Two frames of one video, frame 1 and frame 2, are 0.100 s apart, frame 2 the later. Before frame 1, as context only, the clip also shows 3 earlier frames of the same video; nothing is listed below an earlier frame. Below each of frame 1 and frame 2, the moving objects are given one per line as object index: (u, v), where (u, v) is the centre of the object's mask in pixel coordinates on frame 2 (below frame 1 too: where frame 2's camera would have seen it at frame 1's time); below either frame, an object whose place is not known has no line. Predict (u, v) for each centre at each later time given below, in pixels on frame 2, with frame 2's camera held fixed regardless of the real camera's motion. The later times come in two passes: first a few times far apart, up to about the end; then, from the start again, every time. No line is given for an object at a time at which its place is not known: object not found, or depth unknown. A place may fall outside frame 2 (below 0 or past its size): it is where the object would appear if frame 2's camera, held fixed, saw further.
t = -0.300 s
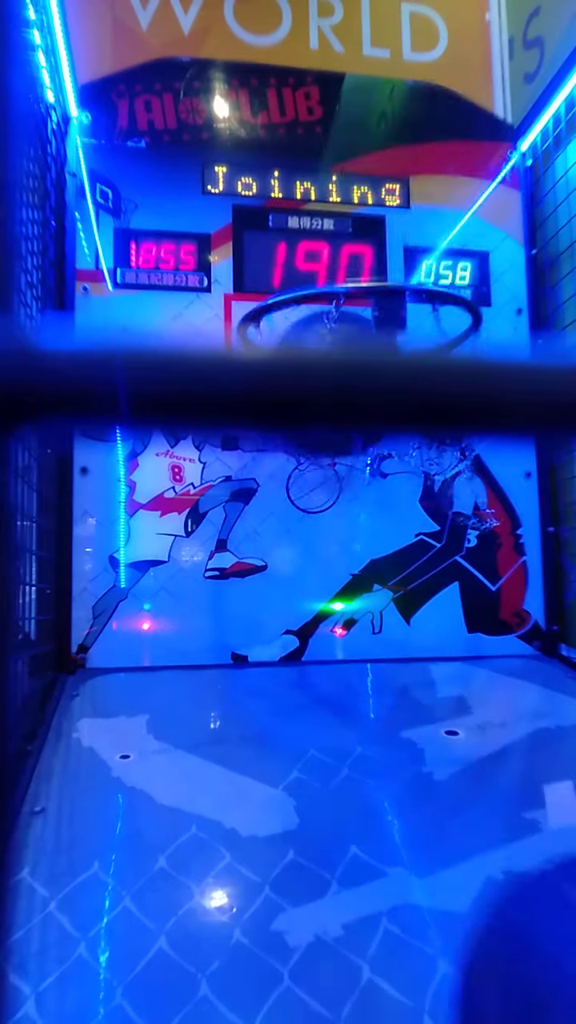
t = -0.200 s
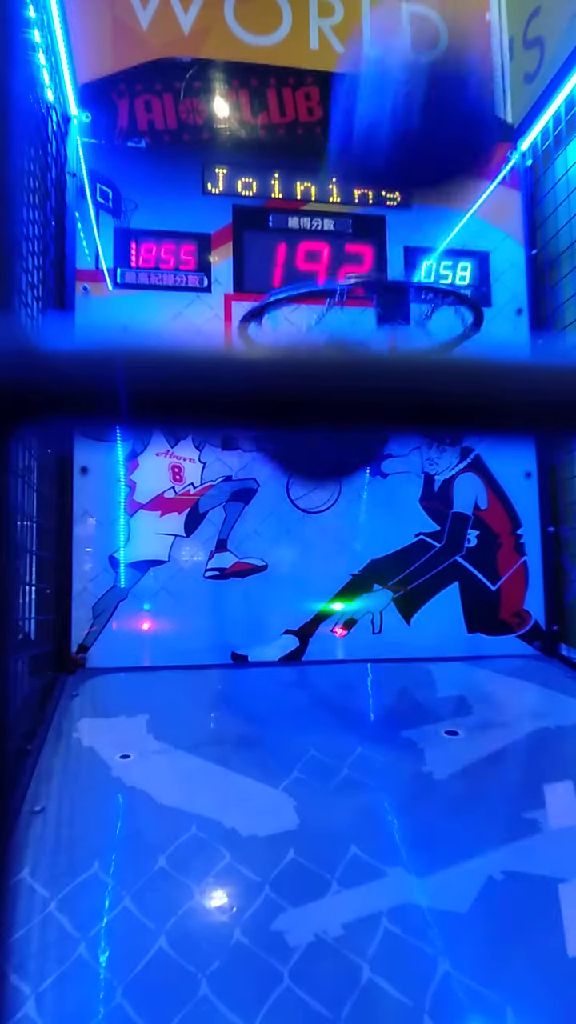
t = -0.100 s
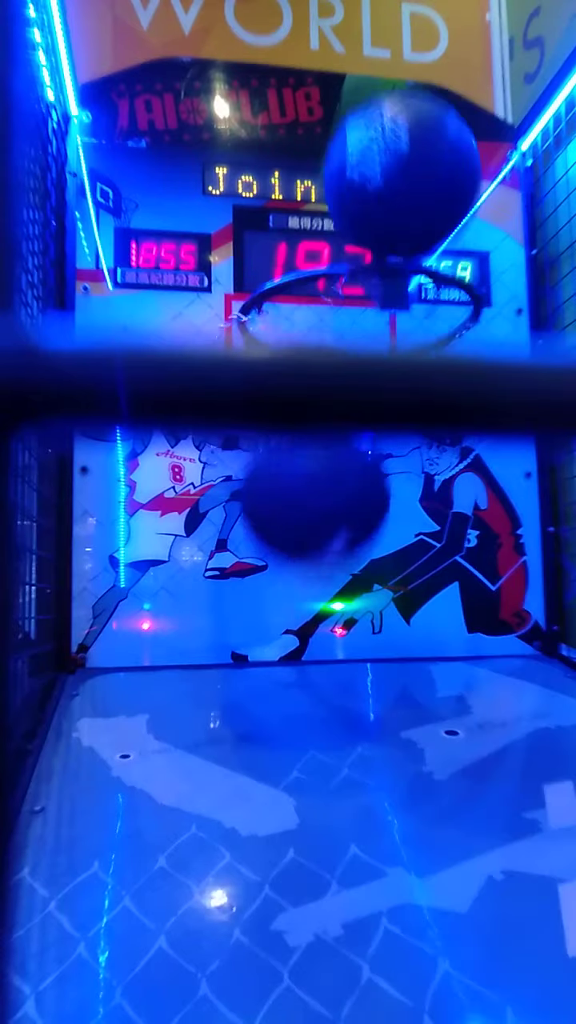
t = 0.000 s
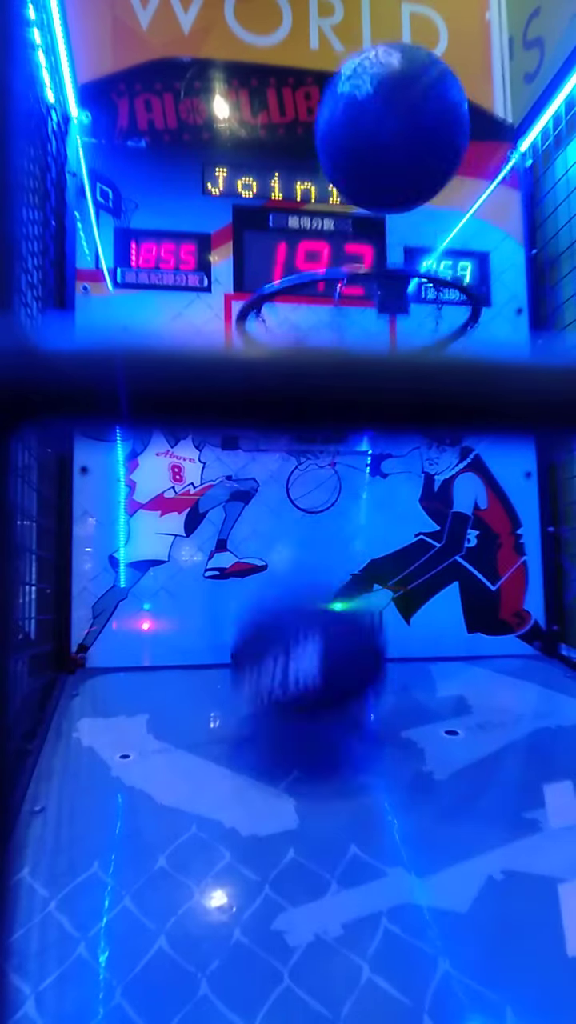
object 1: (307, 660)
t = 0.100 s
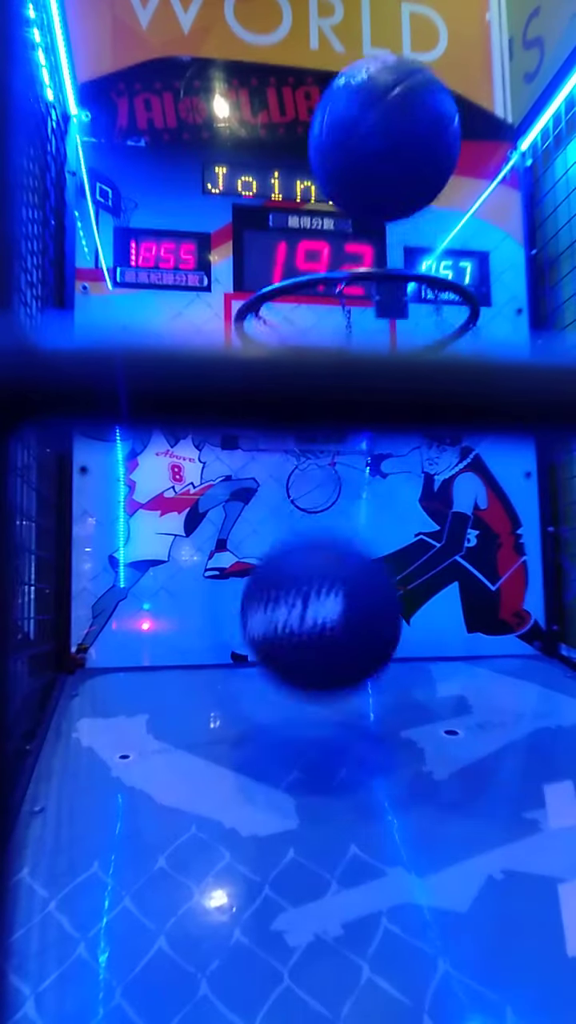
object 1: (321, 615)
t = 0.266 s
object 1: (351, 591)
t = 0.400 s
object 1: (388, 767)
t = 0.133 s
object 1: (326, 595)
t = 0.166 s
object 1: (332, 582)
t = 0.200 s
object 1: (338, 577)
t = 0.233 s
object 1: (345, 580)
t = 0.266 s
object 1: (351, 591)
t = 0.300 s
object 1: (359, 612)
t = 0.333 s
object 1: (367, 642)
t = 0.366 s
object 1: (378, 686)
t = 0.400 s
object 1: (388, 767)
